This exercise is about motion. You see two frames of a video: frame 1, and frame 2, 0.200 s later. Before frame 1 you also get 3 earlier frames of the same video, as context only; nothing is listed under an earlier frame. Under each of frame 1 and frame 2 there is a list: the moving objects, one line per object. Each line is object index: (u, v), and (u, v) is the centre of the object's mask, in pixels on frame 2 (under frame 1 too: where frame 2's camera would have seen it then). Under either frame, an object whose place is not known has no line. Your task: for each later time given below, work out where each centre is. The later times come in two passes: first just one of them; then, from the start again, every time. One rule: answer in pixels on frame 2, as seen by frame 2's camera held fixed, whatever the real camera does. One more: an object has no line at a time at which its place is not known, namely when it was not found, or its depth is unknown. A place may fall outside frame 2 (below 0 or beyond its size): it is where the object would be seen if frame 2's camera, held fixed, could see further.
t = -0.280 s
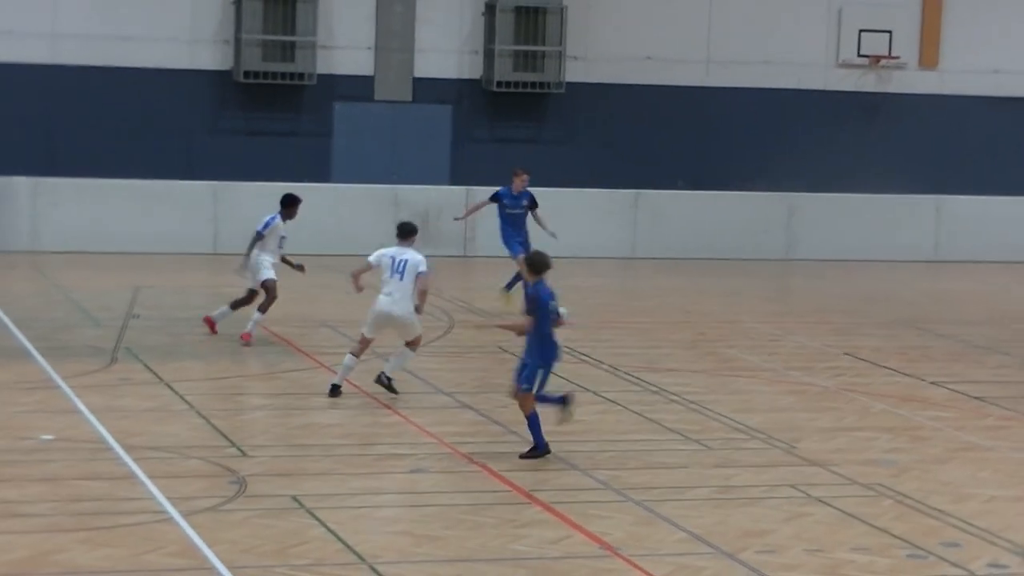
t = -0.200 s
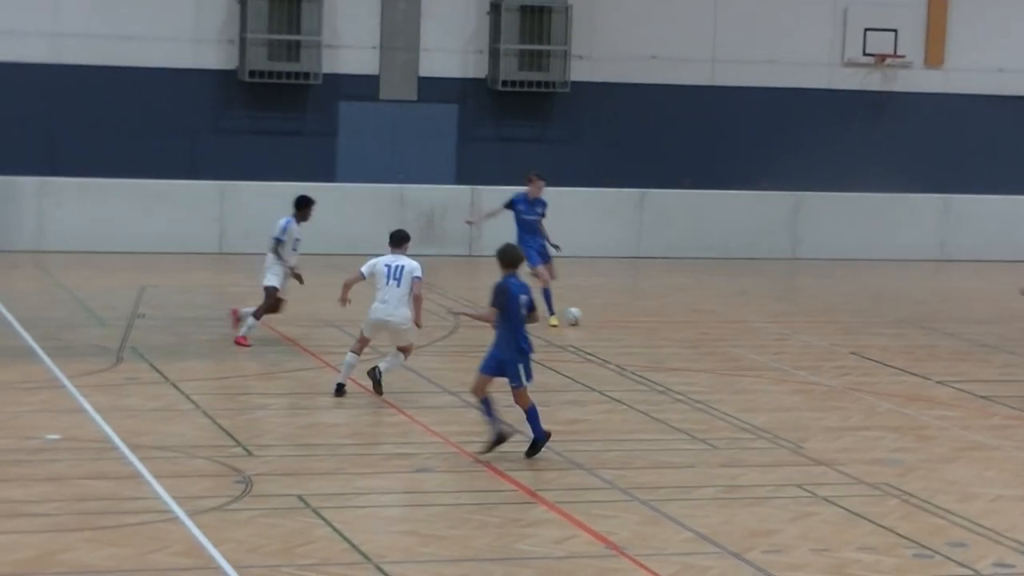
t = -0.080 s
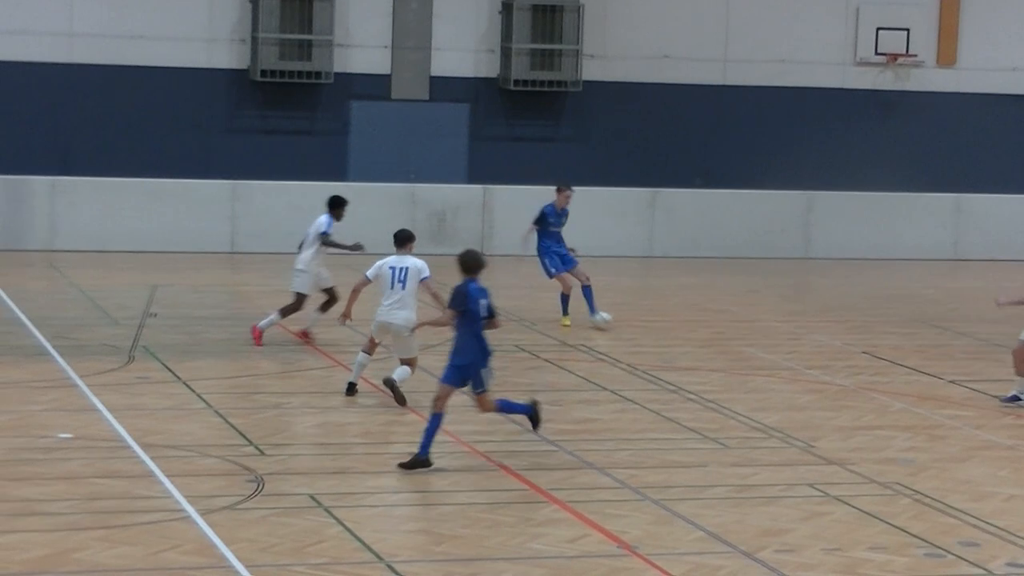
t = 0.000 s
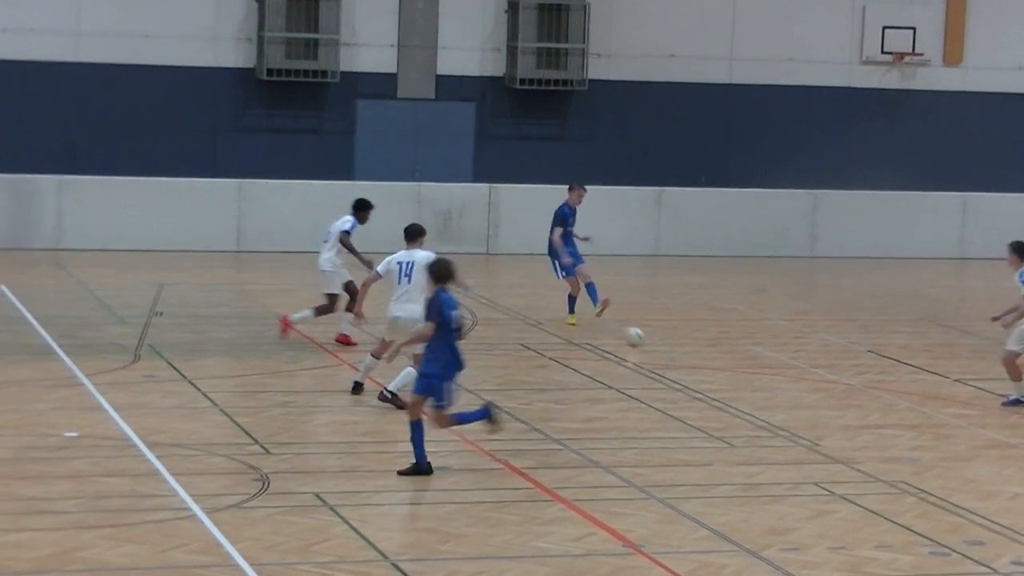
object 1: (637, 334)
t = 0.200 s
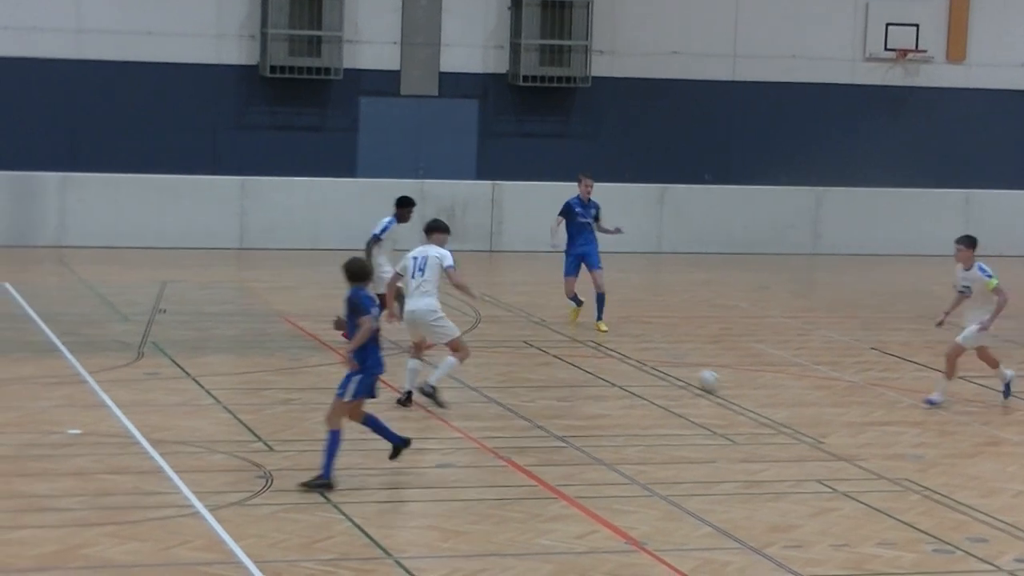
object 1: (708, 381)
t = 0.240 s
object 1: (724, 390)
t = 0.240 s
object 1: (724, 390)
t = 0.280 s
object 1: (738, 401)
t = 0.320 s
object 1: (755, 412)
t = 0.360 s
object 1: (771, 422)
